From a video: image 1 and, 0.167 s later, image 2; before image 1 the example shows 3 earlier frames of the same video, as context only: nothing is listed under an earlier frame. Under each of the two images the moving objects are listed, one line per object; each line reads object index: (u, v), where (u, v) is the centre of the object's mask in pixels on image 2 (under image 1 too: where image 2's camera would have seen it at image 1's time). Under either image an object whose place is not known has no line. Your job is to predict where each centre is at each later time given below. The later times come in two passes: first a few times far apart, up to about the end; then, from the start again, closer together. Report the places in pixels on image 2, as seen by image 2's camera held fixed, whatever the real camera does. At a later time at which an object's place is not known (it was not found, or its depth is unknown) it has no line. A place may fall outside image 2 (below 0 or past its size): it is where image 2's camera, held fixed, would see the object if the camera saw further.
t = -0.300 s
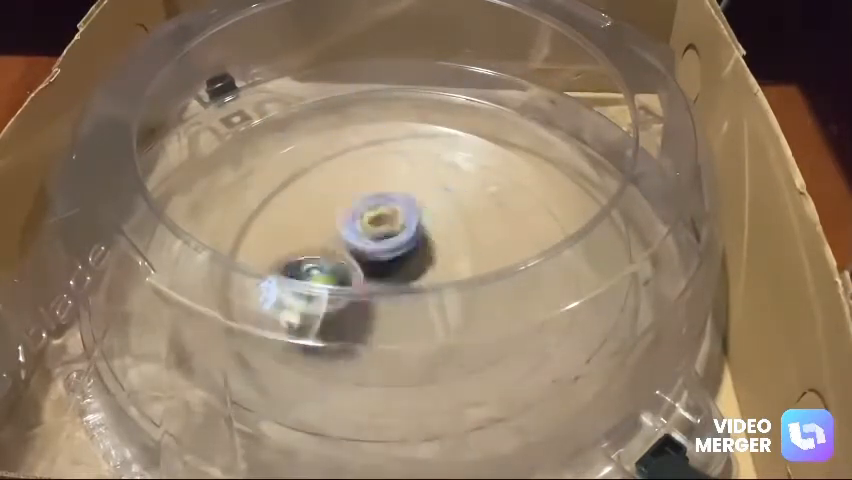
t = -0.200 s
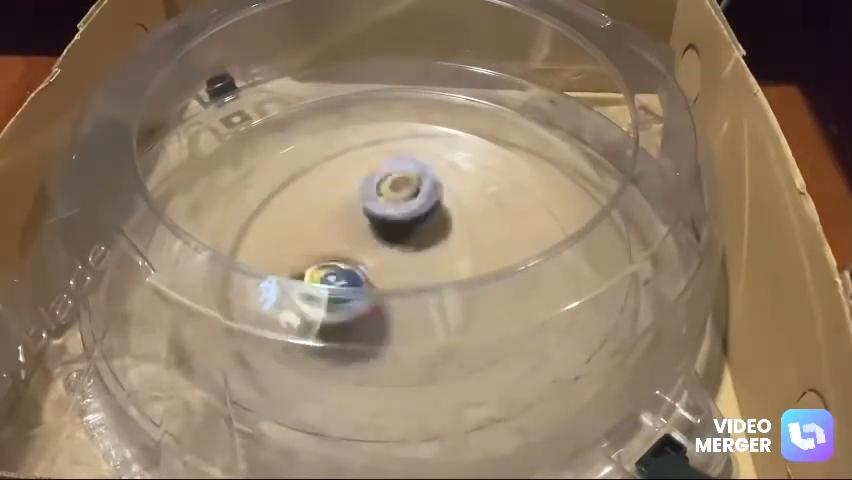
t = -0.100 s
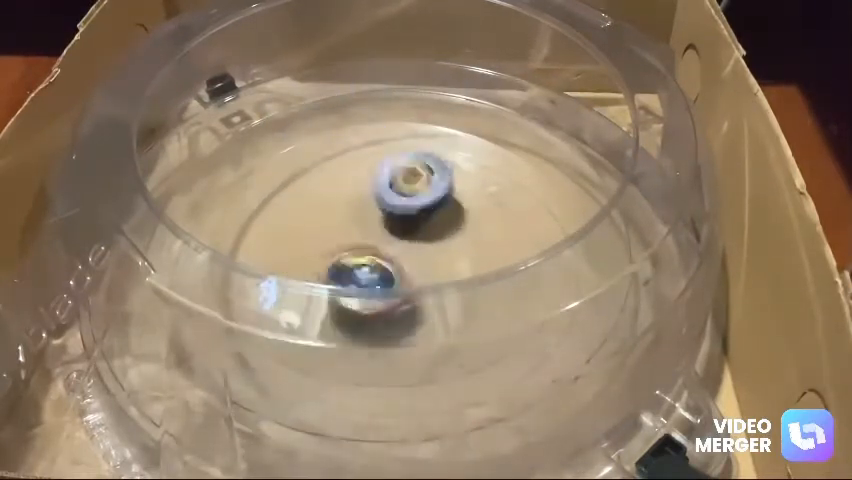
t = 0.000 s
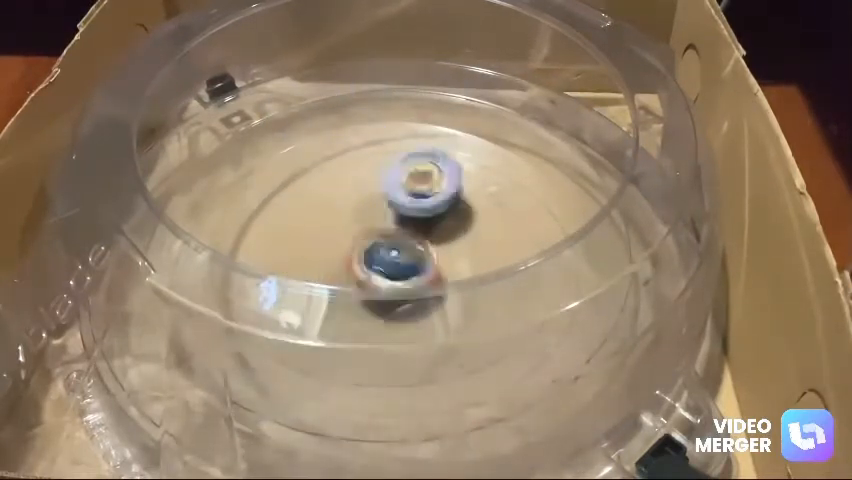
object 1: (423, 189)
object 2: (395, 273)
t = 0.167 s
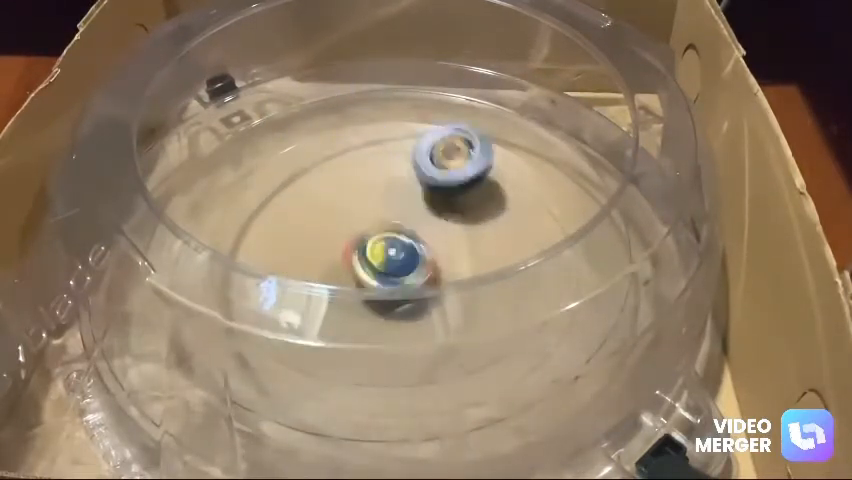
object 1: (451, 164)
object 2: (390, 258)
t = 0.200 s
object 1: (457, 164)
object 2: (392, 260)
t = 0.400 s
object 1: (458, 171)
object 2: (405, 237)
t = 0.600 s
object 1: (448, 197)
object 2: (385, 251)
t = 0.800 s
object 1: (442, 226)
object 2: (367, 294)
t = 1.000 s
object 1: (463, 191)
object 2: (321, 320)
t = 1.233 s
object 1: (460, 201)
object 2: (321, 318)
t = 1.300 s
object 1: (451, 212)
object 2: (328, 308)
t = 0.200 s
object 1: (457, 164)
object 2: (392, 260)
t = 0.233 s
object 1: (458, 161)
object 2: (396, 255)
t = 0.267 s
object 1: (459, 160)
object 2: (400, 251)
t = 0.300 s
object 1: (461, 165)
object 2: (404, 247)
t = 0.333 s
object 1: (460, 167)
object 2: (406, 243)
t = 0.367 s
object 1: (458, 170)
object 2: (408, 237)
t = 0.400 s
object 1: (458, 171)
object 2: (405, 237)
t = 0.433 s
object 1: (456, 174)
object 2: (402, 240)
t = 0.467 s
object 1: (456, 176)
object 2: (399, 240)
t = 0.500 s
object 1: (453, 182)
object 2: (397, 242)
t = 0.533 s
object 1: (451, 186)
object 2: (393, 245)
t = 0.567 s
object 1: (449, 192)
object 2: (390, 248)
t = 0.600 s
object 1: (448, 197)
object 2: (385, 251)
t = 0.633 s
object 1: (454, 196)
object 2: (370, 256)
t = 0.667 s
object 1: (455, 199)
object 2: (363, 267)
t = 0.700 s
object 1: (453, 207)
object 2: (360, 271)
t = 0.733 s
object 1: (452, 215)
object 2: (358, 277)
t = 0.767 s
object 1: (448, 220)
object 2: (364, 289)
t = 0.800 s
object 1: (442, 226)
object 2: (367, 294)
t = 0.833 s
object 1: (435, 232)
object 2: (371, 297)
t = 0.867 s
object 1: (431, 238)
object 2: (375, 297)
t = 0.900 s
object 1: (437, 231)
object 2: (359, 290)
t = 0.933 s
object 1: (450, 215)
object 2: (338, 310)
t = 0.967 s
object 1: (458, 202)
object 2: (324, 317)
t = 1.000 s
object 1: (463, 191)
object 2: (321, 320)
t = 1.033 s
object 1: (465, 182)
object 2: (321, 324)
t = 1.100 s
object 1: (465, 189)
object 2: (317, 326)
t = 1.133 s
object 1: (465, 190)
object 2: (318, 328)
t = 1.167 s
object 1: (466, 192)
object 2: (315, 323)
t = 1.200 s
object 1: (464, 196)
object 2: (318, 324)
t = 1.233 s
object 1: (460, 201)
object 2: (321, 318)
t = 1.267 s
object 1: (456, 206)
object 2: (326, 312)
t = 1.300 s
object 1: (451, 212)
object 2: (328, 308)
